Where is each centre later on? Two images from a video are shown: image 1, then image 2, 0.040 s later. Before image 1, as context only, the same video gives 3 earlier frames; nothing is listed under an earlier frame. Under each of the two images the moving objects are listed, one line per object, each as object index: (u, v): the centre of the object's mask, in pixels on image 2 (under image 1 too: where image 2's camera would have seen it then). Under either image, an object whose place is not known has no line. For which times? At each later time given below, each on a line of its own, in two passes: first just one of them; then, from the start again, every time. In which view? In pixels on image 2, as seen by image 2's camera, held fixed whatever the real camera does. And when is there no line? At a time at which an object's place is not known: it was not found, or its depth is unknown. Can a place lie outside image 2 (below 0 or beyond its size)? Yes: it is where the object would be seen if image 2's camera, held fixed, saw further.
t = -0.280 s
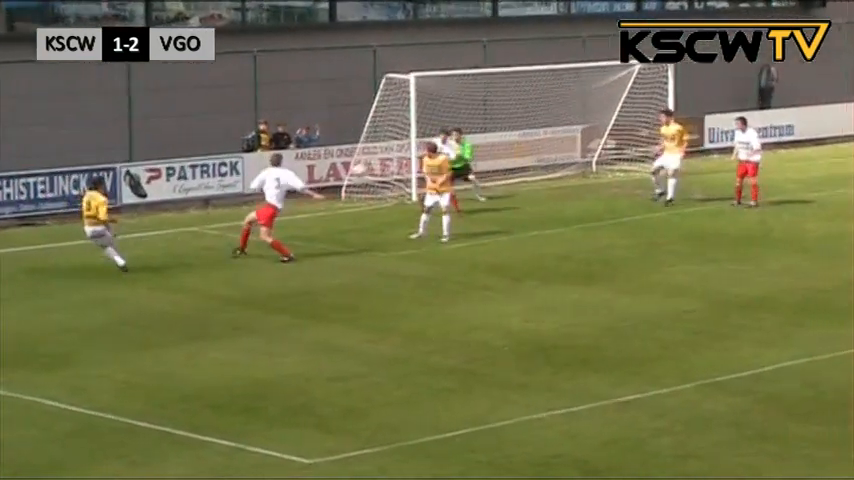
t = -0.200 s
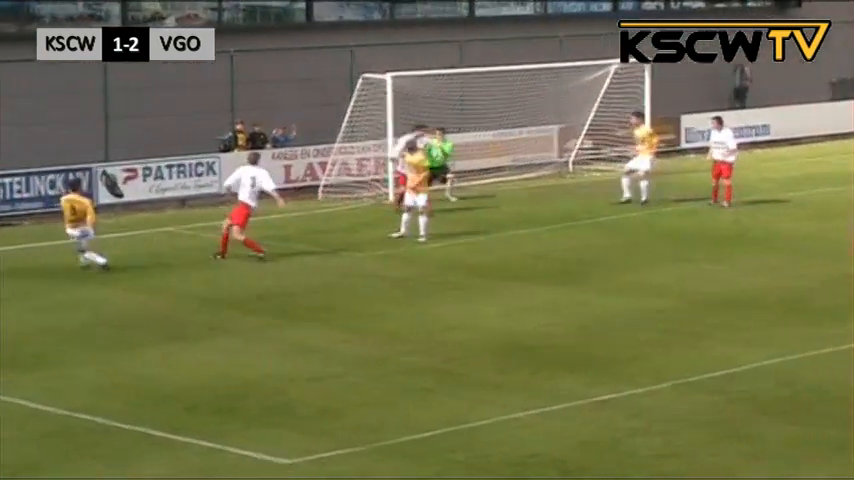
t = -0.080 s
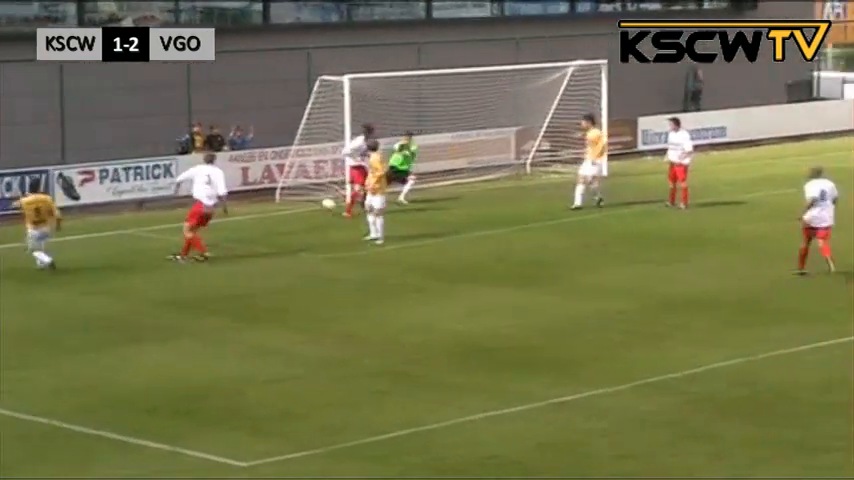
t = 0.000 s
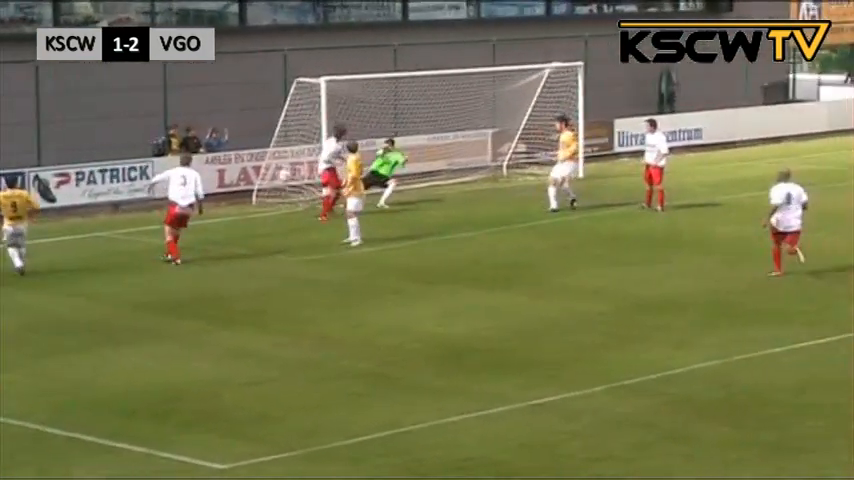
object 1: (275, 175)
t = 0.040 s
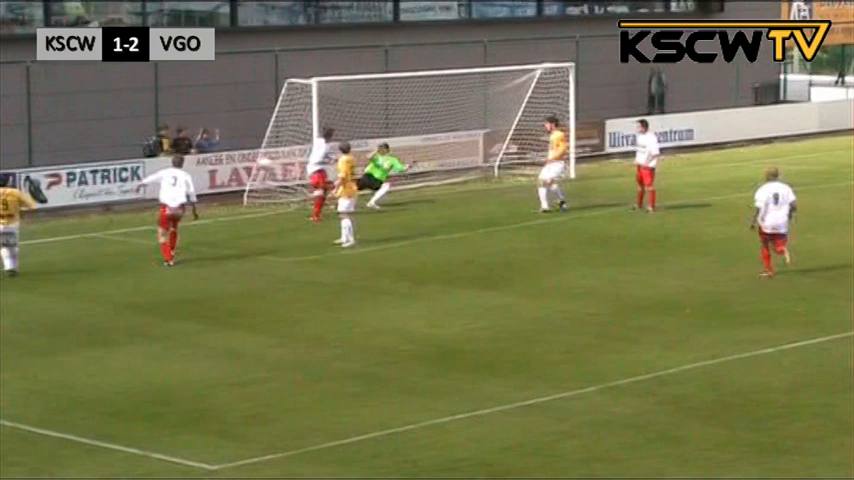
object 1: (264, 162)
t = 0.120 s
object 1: (243, 138)
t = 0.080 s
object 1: (254, 148)
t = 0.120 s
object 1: (243, 138)
